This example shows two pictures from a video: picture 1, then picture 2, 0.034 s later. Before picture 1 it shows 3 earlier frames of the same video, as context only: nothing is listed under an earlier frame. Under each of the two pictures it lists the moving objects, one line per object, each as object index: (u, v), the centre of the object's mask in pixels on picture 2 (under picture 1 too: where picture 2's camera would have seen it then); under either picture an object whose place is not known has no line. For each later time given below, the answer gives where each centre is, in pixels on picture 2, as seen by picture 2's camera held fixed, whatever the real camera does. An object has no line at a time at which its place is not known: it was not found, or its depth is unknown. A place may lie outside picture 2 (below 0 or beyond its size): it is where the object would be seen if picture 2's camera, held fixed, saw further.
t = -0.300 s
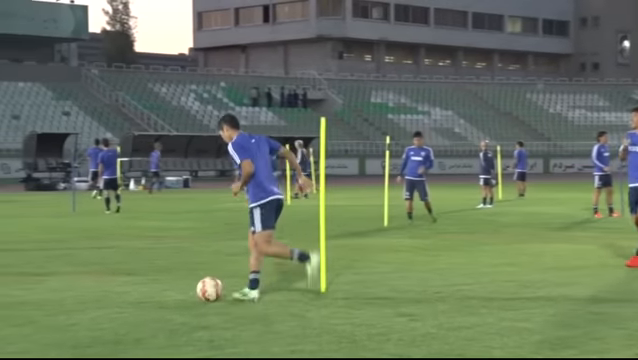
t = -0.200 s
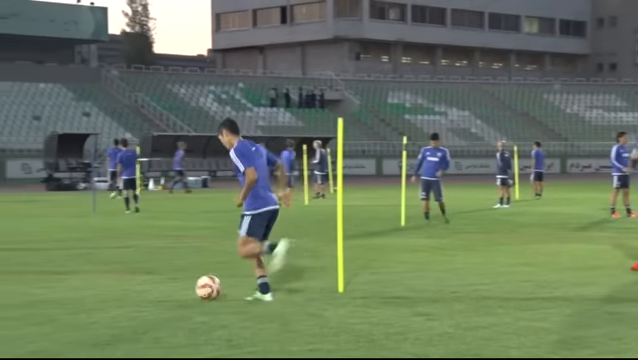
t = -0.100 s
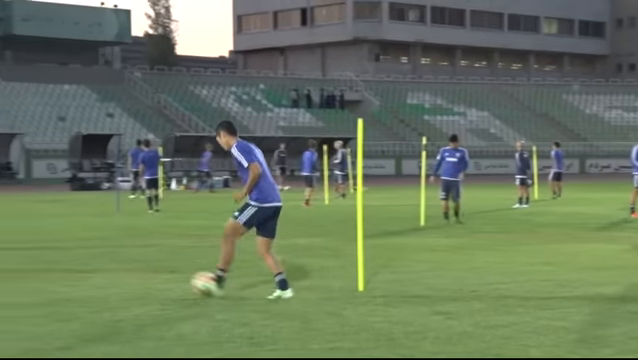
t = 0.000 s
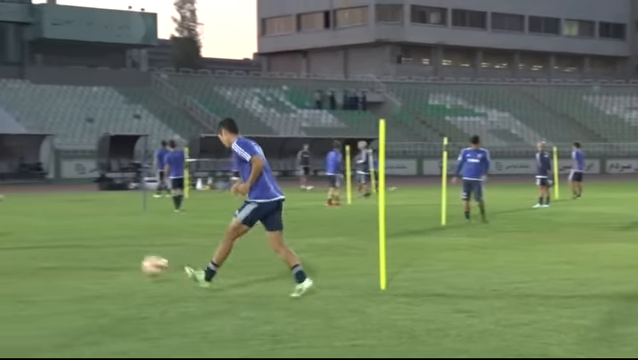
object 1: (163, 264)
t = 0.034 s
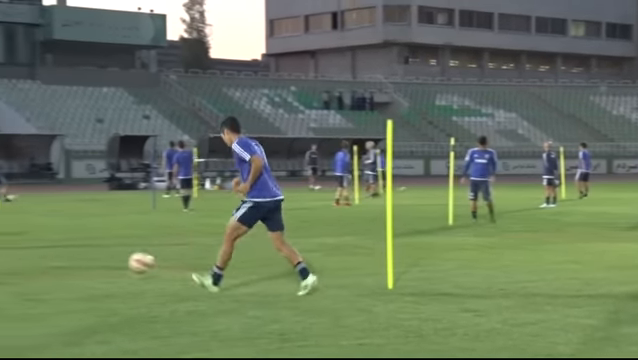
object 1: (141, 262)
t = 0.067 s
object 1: (120, 261)
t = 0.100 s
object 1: (100, 260)
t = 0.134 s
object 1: (82, 260)
